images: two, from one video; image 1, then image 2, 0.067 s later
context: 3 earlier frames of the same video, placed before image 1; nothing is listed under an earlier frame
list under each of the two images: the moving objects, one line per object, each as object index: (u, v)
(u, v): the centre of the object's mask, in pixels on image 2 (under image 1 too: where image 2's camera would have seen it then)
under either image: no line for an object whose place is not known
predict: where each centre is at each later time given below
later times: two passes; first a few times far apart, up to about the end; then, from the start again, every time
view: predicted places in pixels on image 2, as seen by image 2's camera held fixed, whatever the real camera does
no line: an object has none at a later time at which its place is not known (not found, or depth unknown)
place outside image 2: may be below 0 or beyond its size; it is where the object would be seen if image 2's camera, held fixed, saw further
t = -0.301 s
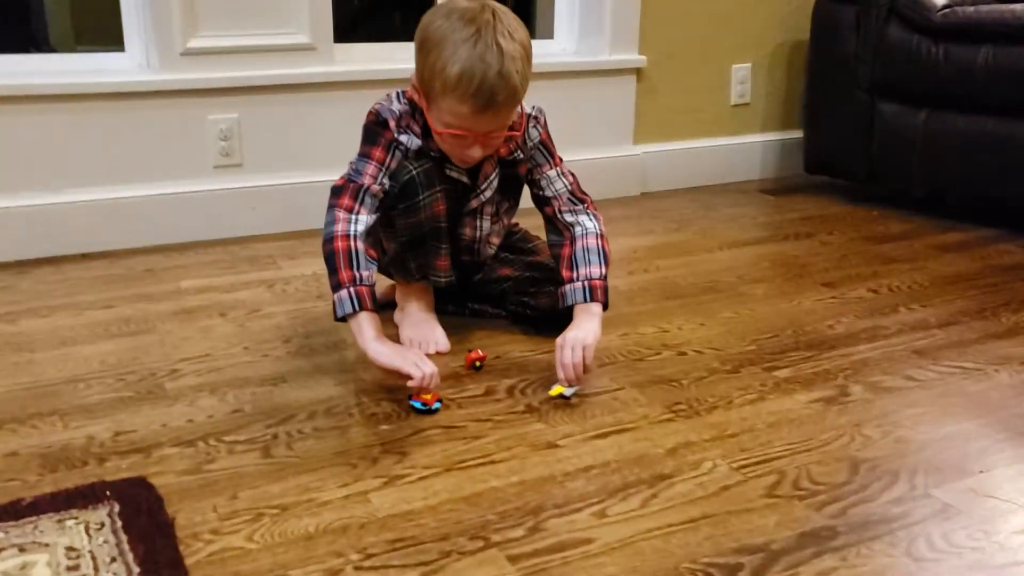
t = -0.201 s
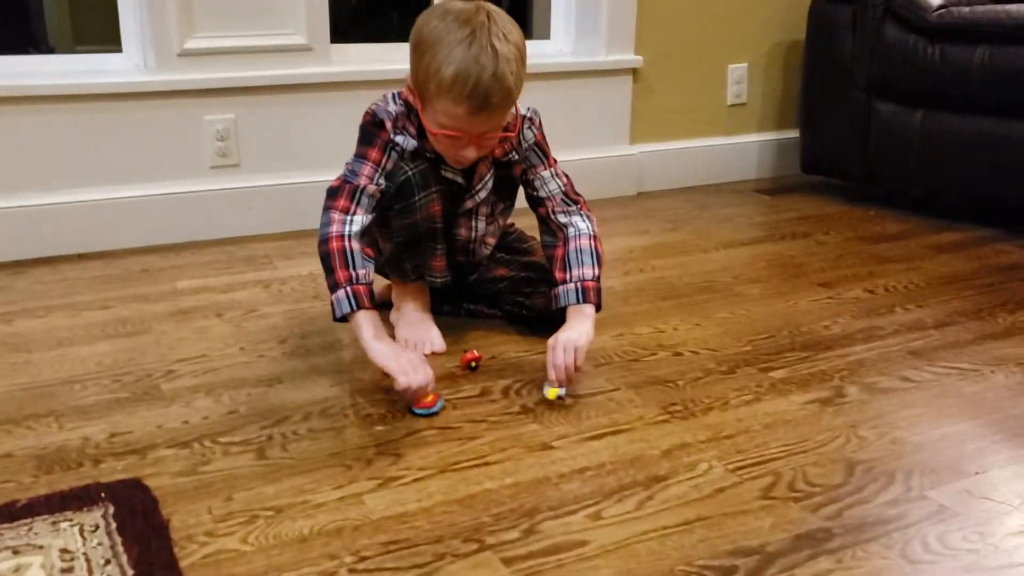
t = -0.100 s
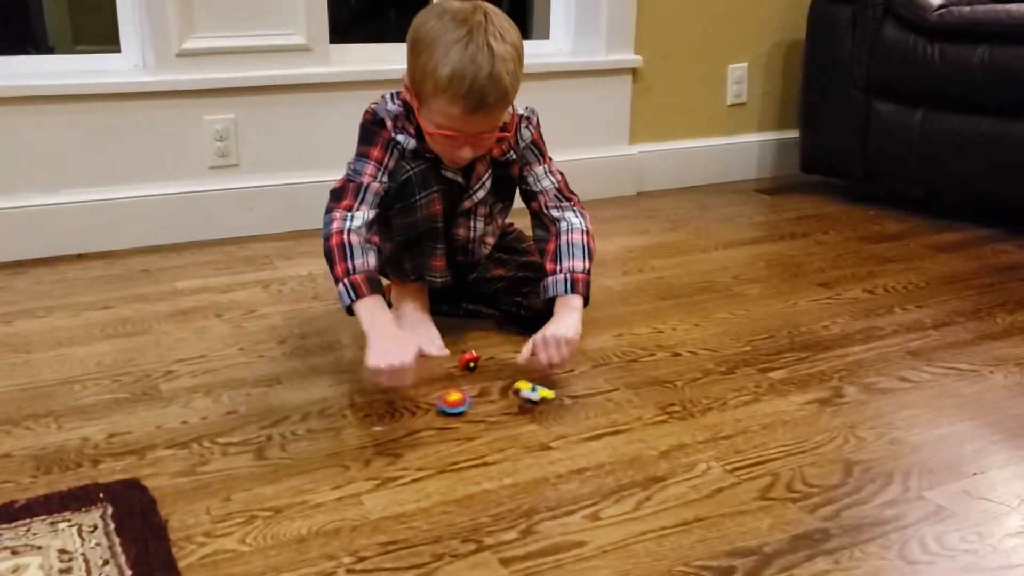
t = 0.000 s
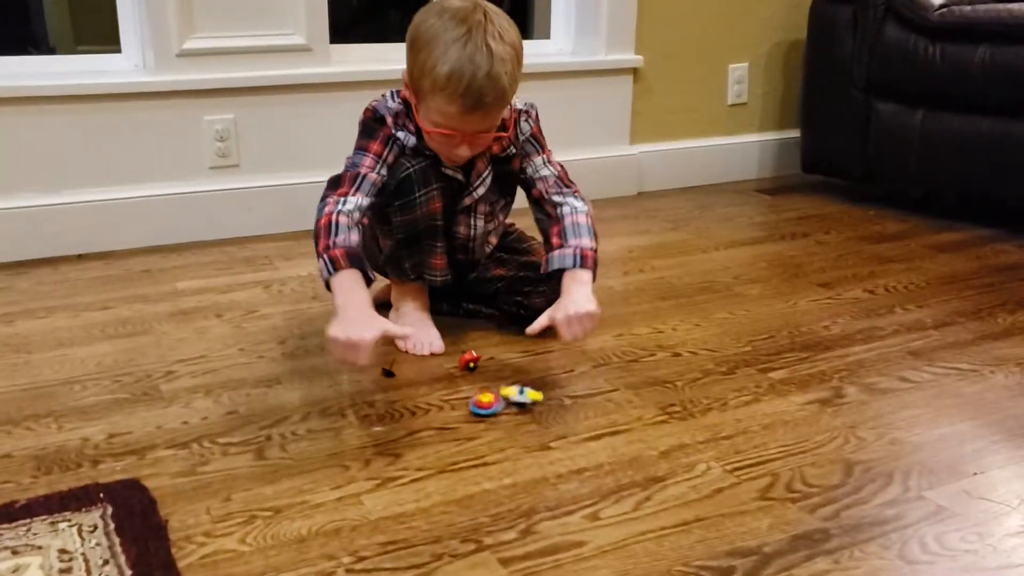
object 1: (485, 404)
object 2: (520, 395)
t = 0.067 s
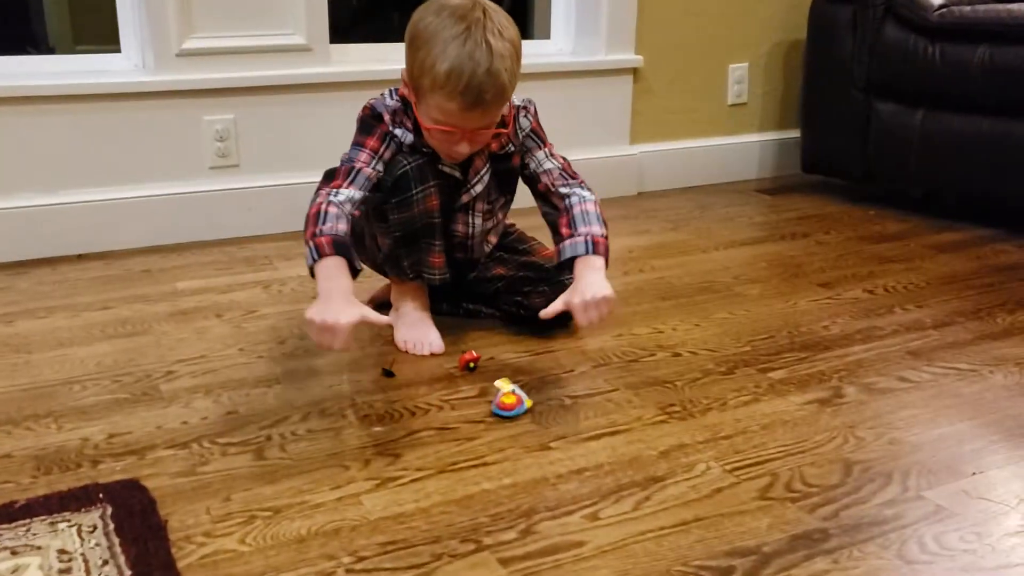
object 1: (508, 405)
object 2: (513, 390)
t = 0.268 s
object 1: (578, 412)
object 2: (489, 397)
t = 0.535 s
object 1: (671, 427)
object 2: (460, 398)
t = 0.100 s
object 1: (519, 405)
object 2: (507, 393)
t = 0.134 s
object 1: (533, 407)
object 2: (504, 394)
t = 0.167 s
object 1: (543, 408)
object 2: (500, 396)
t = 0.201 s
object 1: (556, 410)
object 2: (498, 396)
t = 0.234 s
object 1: (567, 411)
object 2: (493, 397)
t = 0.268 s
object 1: (578, 412)
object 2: (489, 397)
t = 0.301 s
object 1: (590, 414)
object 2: (486, 397)
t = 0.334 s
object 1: (601, 415)
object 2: (480, 397)
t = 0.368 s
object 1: (613, 418)
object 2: (478, 398)
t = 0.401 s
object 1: (624, 420)
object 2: (475, 397)
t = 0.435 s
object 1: (636, 421)
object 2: (471, 397)
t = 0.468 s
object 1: (648, 423)
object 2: (468, 397)
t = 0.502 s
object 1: (660, 424)
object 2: (465, 397)
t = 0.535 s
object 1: (671, 427)
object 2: (460, 398)
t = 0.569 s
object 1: (683, 428)
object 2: (459, 398)
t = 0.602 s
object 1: (695, 431)
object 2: (457, 398)
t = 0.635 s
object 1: (708, 433)
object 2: (453, 399)
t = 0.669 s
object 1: (719, 435)
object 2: (452, 399)
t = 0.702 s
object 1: (731, 438)
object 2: (450, 398)
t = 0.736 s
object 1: (743, 440)
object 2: (446, 398)
